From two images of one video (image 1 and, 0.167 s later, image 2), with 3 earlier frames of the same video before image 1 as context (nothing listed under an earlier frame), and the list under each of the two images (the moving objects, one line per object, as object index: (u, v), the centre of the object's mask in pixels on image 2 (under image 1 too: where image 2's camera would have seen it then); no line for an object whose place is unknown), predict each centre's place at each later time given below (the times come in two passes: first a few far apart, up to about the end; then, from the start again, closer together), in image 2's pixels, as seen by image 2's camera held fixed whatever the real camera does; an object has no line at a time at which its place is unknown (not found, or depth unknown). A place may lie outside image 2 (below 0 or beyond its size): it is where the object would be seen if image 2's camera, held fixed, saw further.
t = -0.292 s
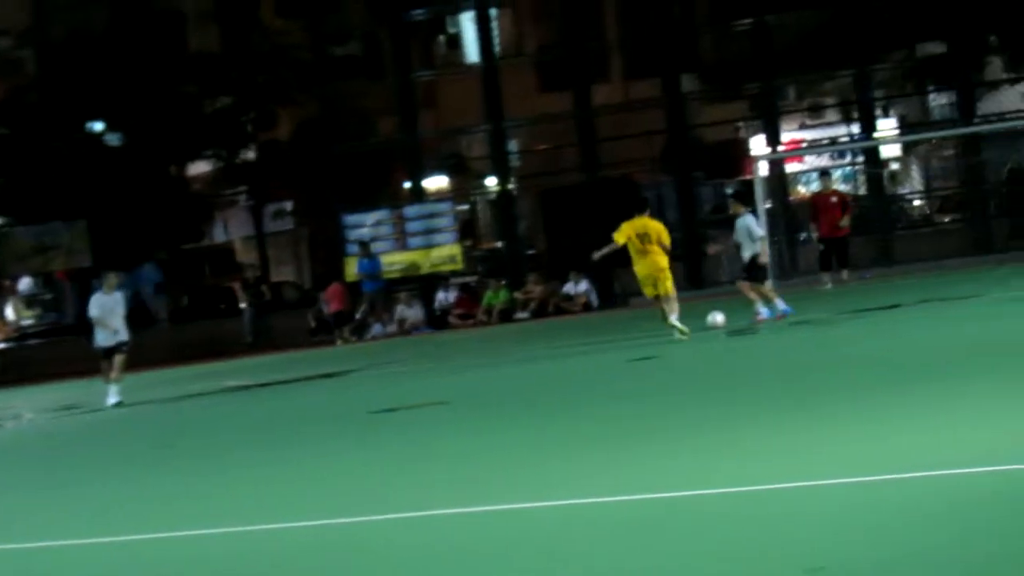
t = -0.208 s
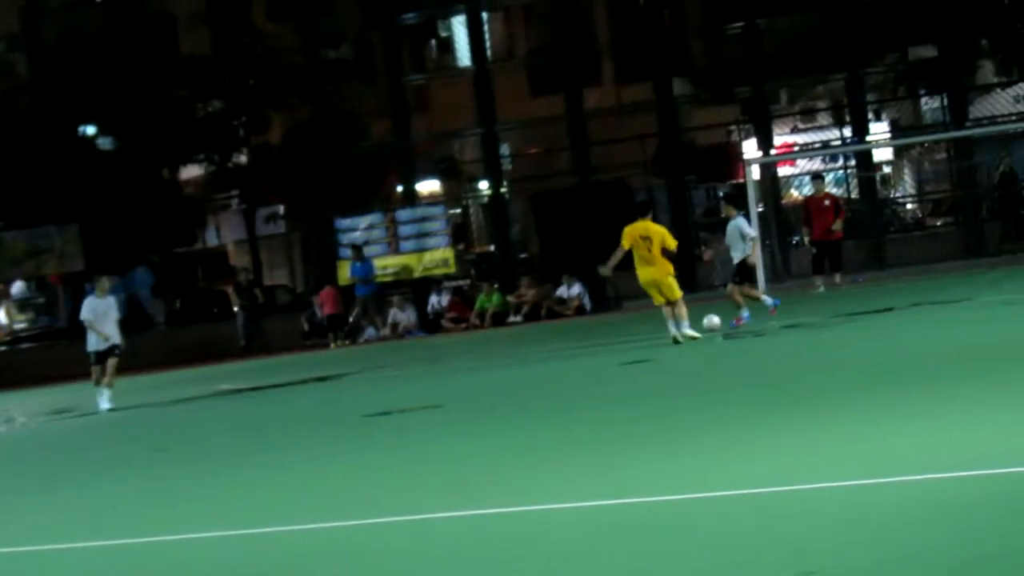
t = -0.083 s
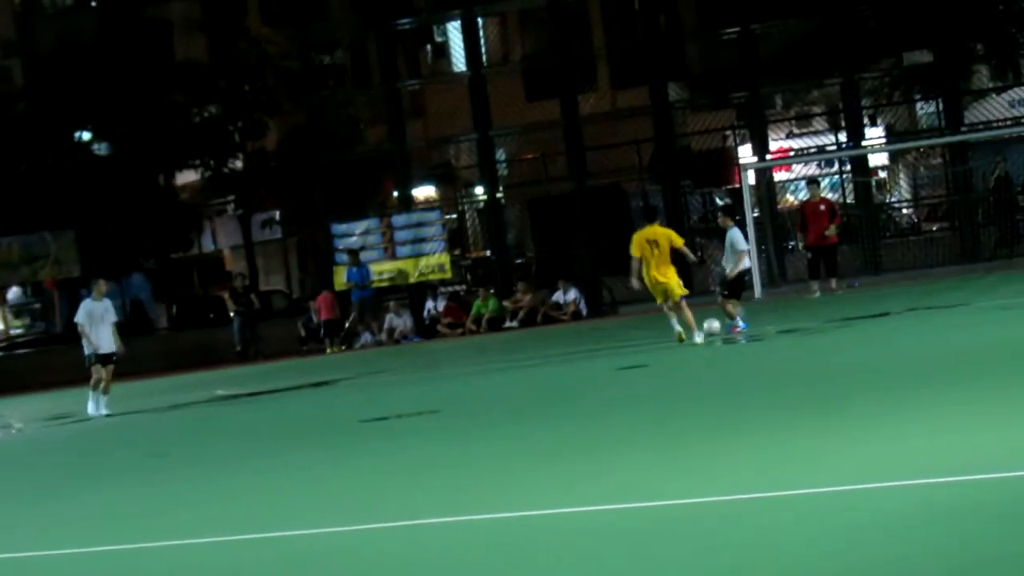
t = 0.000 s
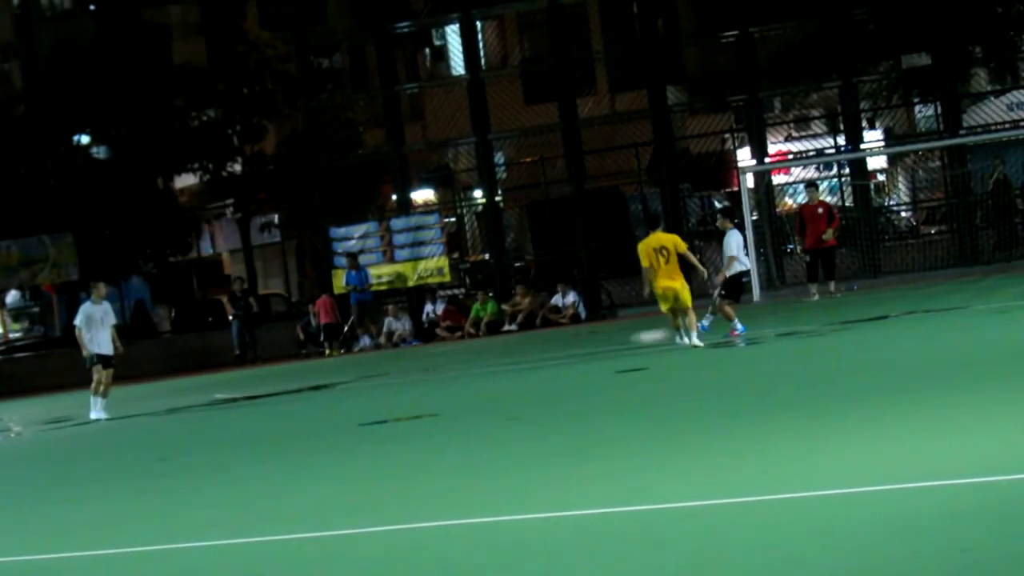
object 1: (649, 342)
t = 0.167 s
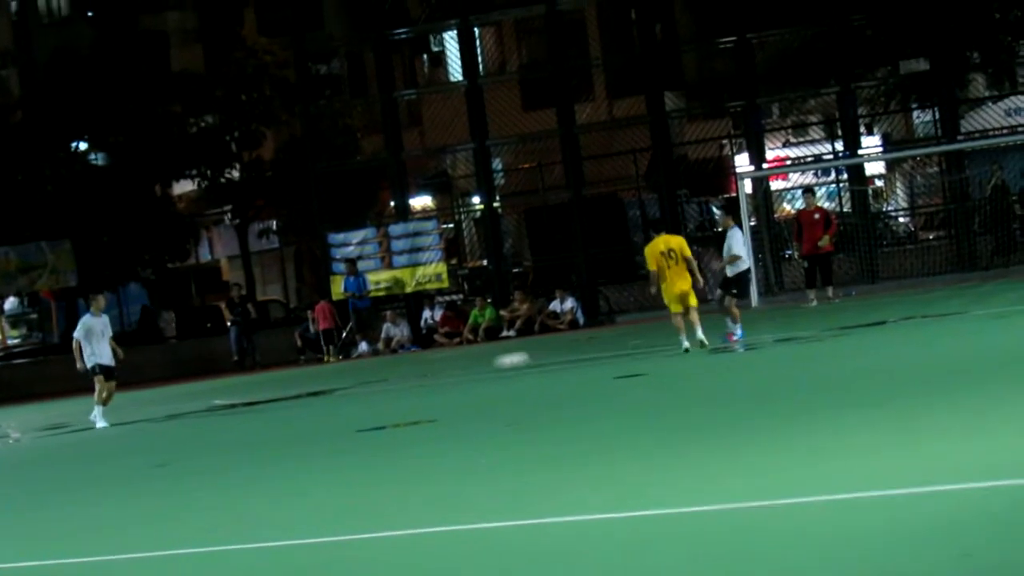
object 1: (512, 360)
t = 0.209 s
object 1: (479, 365)
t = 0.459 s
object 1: (317, 388)
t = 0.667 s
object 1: (200, 403)
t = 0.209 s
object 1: (479, 365)
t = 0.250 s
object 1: (450, 369)
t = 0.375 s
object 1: (365, 381)
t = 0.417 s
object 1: (340, 384)
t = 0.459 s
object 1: (317, 388)
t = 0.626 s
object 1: (224, 401)
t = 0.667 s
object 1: (200, 403)
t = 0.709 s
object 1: (178, 406)
